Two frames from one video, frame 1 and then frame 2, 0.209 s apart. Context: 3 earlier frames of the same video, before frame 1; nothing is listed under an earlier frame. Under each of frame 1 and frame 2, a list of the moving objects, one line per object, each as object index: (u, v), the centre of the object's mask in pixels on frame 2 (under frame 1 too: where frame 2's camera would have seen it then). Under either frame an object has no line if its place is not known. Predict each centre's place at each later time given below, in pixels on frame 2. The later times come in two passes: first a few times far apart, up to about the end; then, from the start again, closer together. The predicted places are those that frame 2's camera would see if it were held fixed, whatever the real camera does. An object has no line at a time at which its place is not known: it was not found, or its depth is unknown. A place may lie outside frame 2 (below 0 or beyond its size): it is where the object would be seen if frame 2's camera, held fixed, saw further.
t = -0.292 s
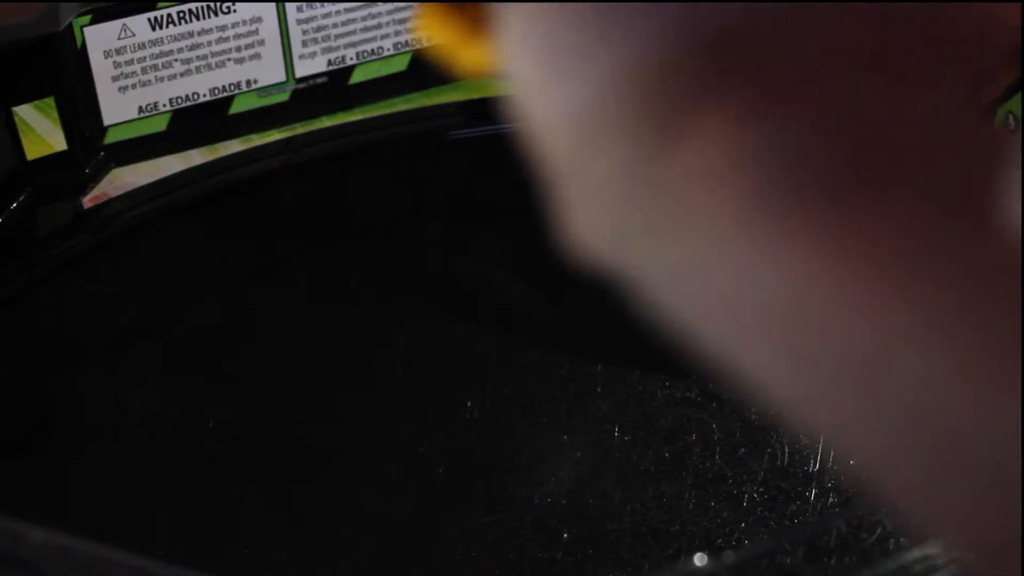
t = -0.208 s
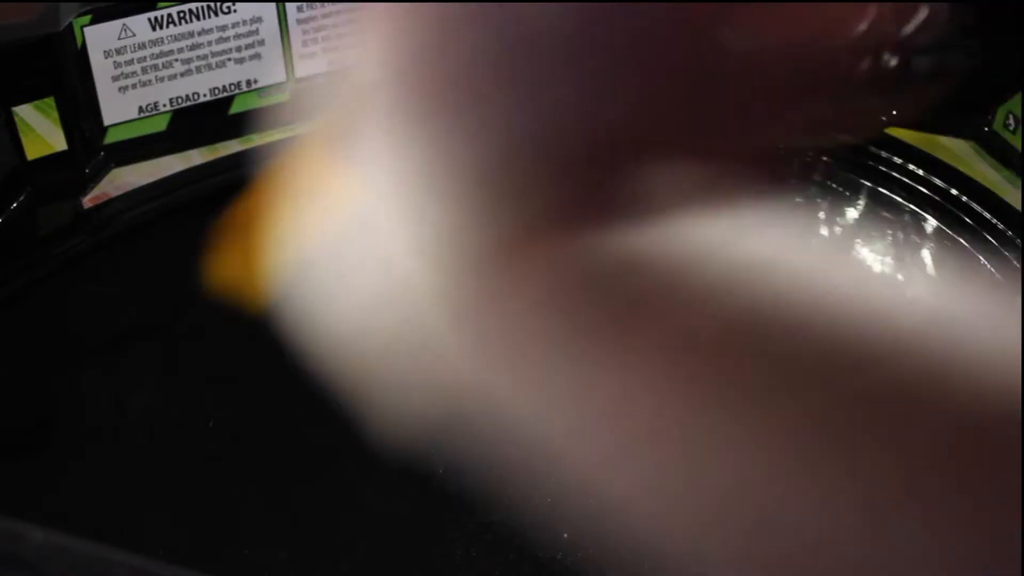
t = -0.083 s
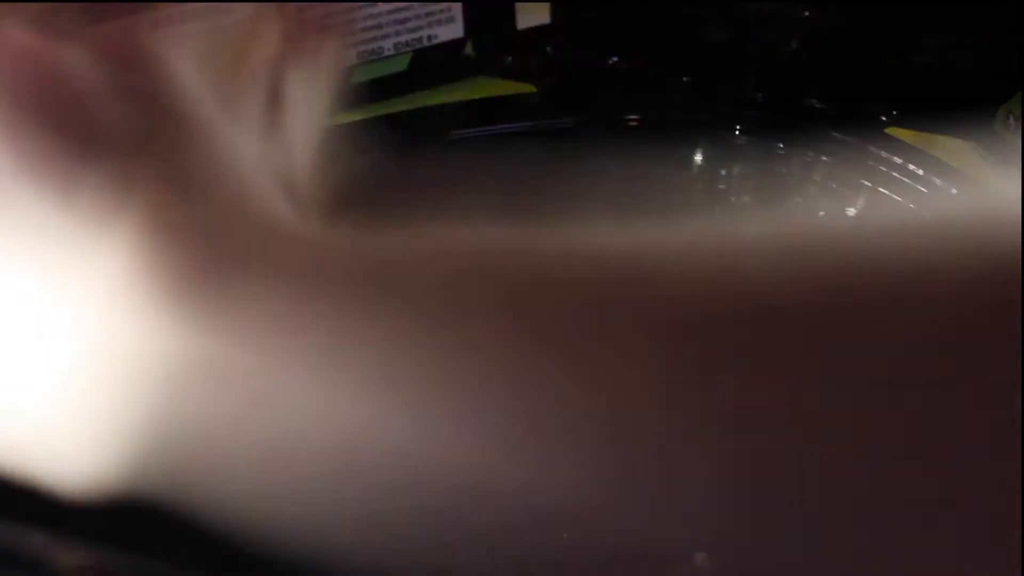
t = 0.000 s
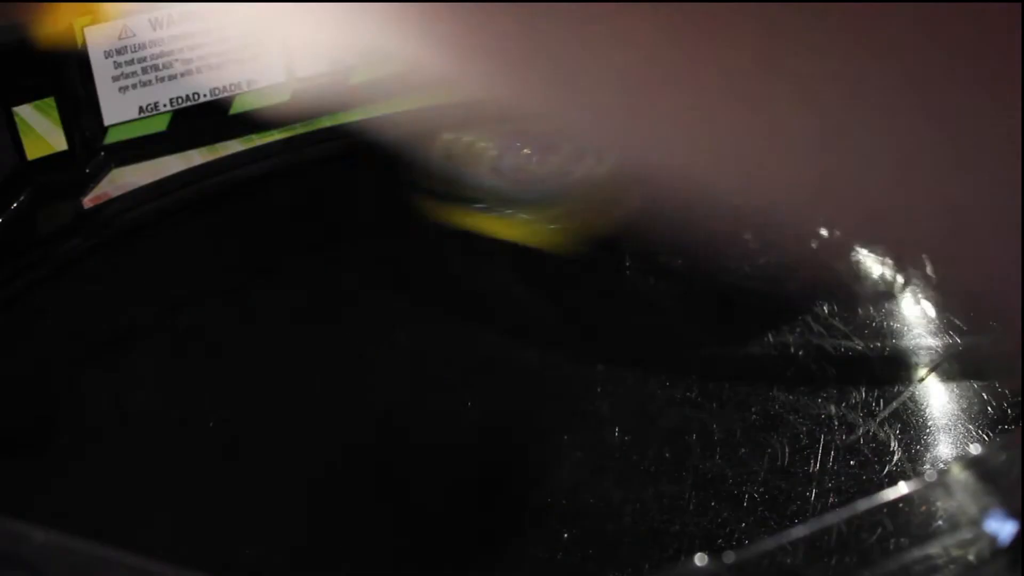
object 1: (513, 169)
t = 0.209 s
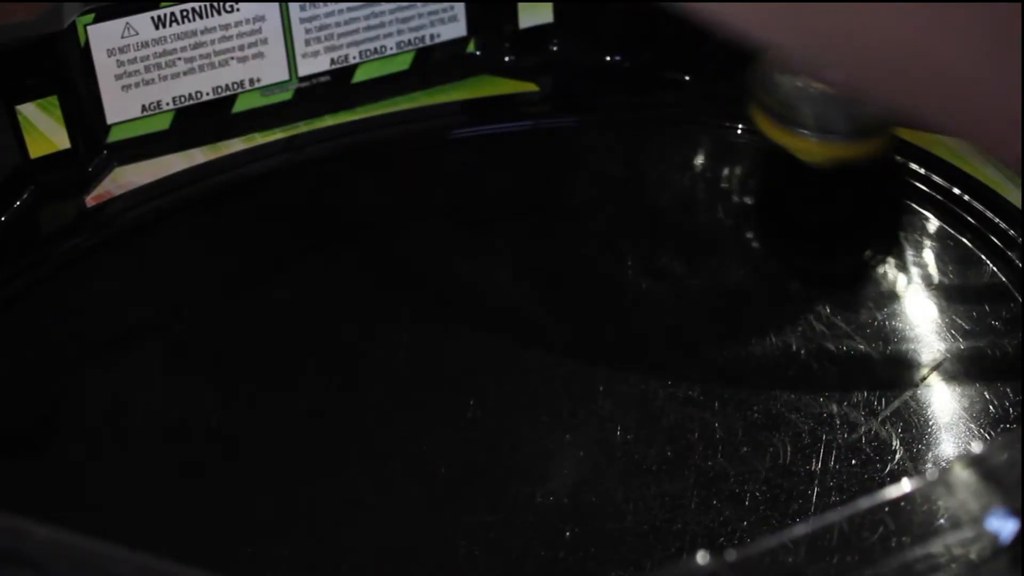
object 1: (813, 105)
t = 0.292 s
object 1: (847, 136)
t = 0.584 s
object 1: (598, 371)
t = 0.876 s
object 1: (397, 411)
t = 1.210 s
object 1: (601, 427)
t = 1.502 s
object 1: (411, 342)
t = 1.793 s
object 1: (525, 511)
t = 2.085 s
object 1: (649, 306)
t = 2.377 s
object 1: (327, 384)
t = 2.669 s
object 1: (591, 538)
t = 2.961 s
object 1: (745, 331)
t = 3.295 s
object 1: (342, 331)
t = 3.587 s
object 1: (360, 551)
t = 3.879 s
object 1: (742, 478)
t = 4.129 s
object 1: (649, 273)
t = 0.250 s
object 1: (844, 123)
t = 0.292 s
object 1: (847, 136)
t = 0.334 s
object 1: (841, 170)
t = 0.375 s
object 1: (824, 209)
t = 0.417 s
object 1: (788, 250)
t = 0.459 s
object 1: (749, 286)
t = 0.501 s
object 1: (704, 319)
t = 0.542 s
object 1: (652, 349)
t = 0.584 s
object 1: (598, 371)
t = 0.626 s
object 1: (551, 385)
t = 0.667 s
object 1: (513, 393)
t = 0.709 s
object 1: (486, 393)
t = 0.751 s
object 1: (465, 390)
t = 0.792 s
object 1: (445, 389)
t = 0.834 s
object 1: (422, 394)
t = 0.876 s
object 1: (397, 411)
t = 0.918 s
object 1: (381, 435)
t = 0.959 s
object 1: (381, 465)
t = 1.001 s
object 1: (404, 489)
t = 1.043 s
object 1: (444, 500)
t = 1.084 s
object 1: (492, 500)
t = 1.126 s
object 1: (540, 486)
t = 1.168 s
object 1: (577, 460)
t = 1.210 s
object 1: (601, 427)
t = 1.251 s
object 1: (609, 394)
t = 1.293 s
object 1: (600, 365)
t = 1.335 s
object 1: (576, 342)
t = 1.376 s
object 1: (541, 326)
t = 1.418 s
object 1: (499, 319)
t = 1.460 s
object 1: (454, 326)
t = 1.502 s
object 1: (411, 342)
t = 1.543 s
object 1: (377, 369)
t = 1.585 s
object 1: (353, 403)
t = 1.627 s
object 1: (351, 442)
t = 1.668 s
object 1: (369, 479)
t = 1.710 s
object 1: (407, 501)
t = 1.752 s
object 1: (462, 511)
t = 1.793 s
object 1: (525, 511)
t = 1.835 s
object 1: (584, 498)
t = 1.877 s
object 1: (636, 478)
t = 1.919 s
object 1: (675, 443)
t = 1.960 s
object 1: (697, 408)
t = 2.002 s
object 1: (699, 370)
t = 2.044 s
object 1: (681, 336)
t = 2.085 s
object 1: (649, 306)
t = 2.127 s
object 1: (608, 288)
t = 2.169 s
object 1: (557, 279)
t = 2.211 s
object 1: (501, 280)
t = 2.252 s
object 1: (449, 292)
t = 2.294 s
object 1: (400, 315)
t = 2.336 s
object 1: (360, 343)
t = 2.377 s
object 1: (327, 384)
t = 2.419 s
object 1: (315, 427)
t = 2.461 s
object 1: (322, 471)
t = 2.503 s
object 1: (351, 509)
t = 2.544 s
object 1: (394, 527)
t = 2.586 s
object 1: (452, 538)
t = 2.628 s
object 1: (521, 542)
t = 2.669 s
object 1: (591, 538)
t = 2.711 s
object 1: (648, 527)
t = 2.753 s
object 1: (700, 506)
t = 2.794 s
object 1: (740, 482)
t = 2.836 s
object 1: (771, 443)
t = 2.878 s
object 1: (780, 404)
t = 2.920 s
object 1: (770, 365)
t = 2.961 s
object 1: (745, 331)
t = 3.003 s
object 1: (706, 303)
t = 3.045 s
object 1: (657, 282)
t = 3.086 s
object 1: (605, 271)
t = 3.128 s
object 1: (551, 267)
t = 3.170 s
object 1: (494, 272)
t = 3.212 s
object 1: (441, 284)
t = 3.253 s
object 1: (389, 304)
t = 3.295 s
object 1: (342, 331)
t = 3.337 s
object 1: (302, 363)
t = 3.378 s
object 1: (274, 401)
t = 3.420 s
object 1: (259, 443)
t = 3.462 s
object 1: (259, 486)
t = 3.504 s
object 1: (278, 519)
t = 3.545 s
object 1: (310, 538)
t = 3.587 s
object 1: (360, 551)
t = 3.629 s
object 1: (426, 558)
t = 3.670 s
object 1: (498, 559)
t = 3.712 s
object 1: (565, 554)
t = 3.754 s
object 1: (626, 545)
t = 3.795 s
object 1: (677, 531)
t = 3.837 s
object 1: (716, 503)
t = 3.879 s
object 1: (742, 478)
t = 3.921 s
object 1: (760, 431)
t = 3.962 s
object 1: (760, 389)
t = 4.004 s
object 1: (748, 357)
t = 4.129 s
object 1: (649, 273)
